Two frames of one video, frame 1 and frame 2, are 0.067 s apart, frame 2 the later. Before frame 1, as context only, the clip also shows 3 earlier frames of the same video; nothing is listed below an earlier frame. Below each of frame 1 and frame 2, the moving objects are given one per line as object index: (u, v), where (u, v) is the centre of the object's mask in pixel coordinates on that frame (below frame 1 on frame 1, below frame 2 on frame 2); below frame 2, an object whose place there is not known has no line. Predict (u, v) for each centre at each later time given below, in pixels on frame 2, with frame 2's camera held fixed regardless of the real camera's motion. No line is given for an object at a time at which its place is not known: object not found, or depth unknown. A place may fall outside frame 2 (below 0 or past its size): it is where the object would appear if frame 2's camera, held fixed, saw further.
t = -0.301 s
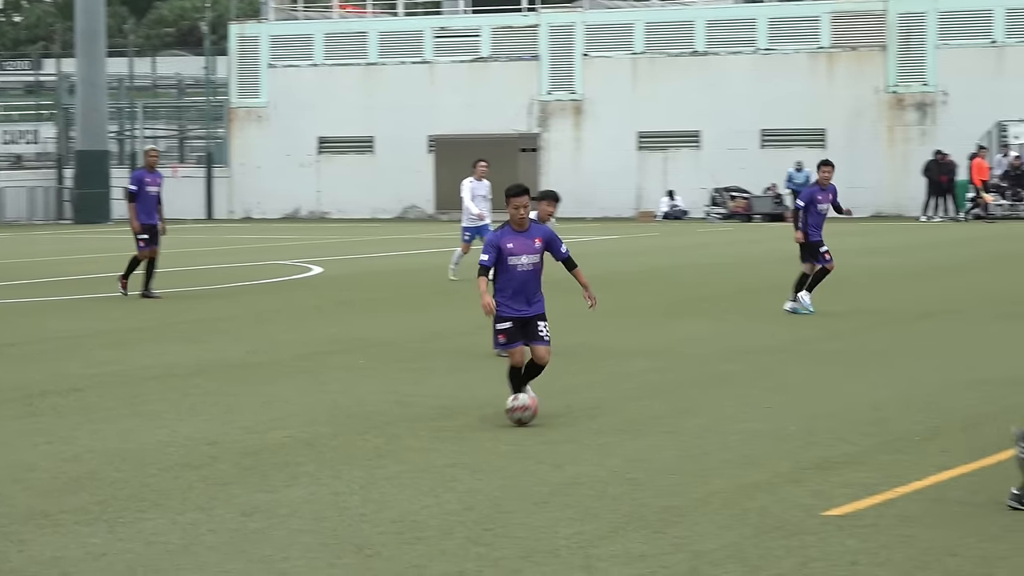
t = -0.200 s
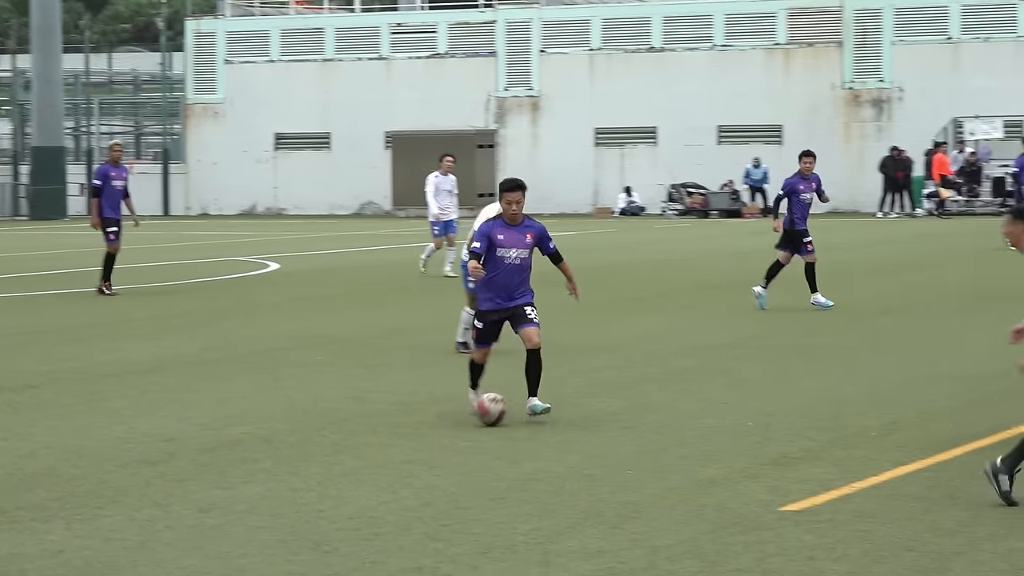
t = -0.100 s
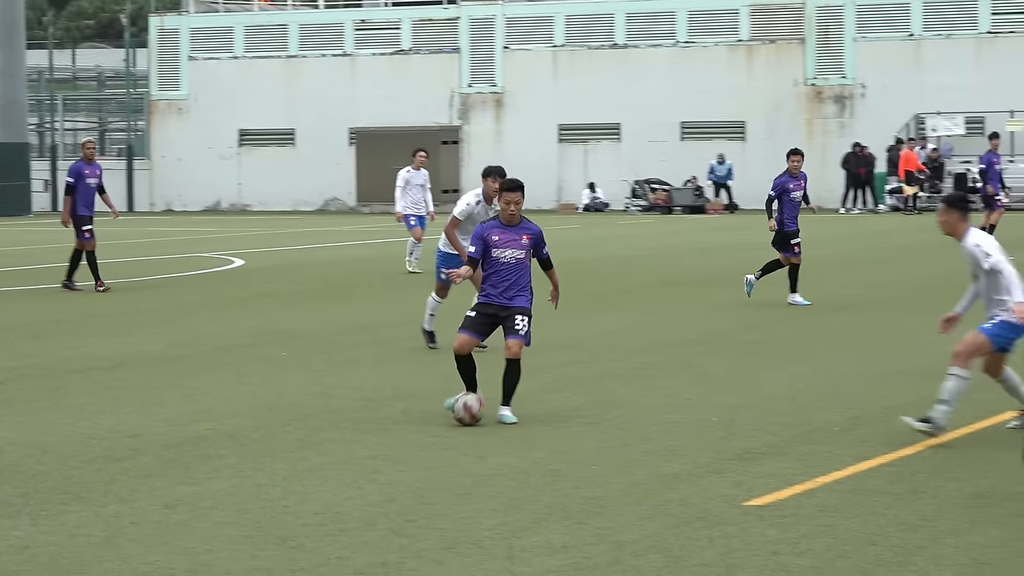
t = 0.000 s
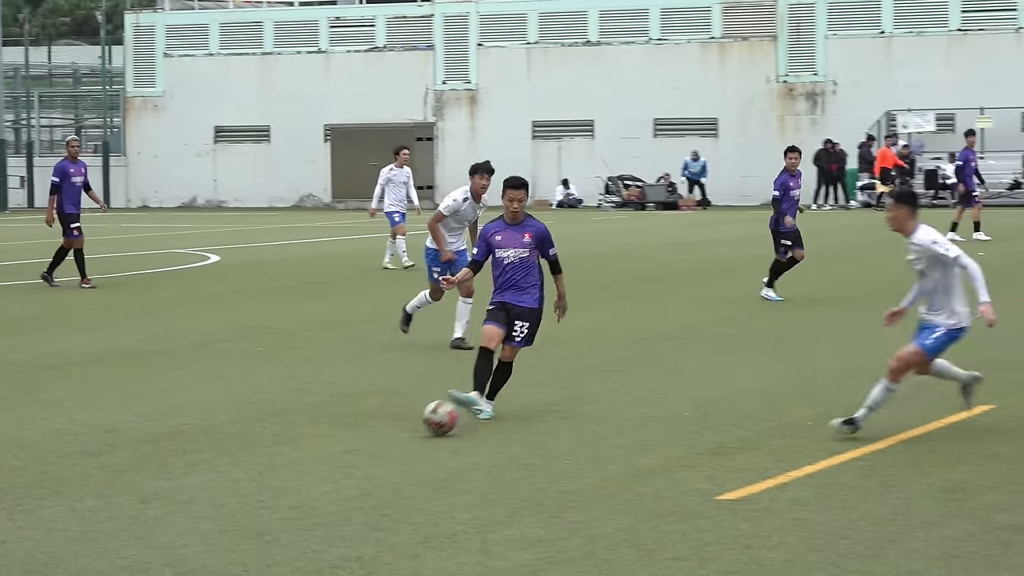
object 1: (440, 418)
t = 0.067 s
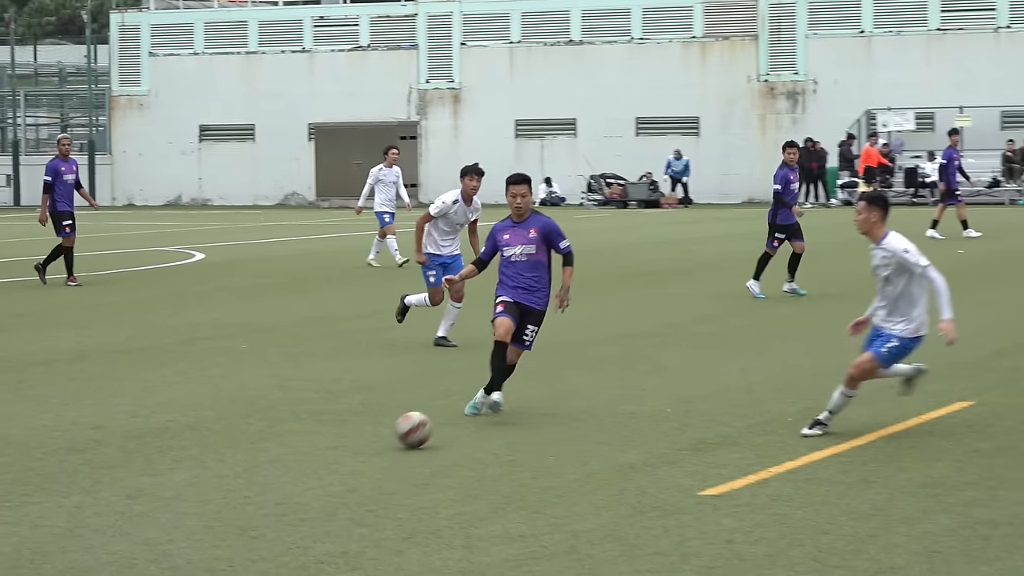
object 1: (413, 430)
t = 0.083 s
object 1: (410, 434)
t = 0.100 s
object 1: (408, 439)
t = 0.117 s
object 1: (406, 443)
